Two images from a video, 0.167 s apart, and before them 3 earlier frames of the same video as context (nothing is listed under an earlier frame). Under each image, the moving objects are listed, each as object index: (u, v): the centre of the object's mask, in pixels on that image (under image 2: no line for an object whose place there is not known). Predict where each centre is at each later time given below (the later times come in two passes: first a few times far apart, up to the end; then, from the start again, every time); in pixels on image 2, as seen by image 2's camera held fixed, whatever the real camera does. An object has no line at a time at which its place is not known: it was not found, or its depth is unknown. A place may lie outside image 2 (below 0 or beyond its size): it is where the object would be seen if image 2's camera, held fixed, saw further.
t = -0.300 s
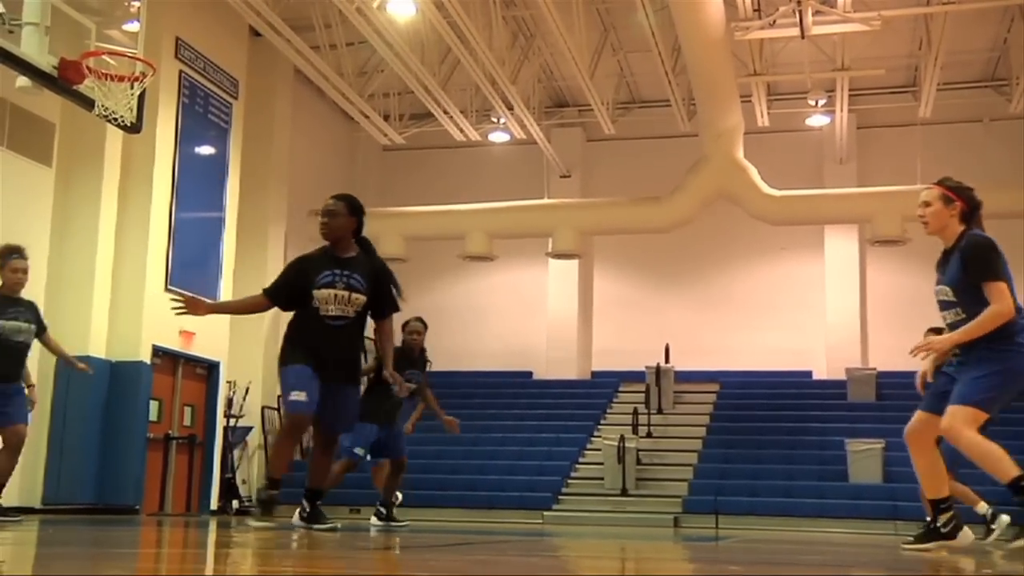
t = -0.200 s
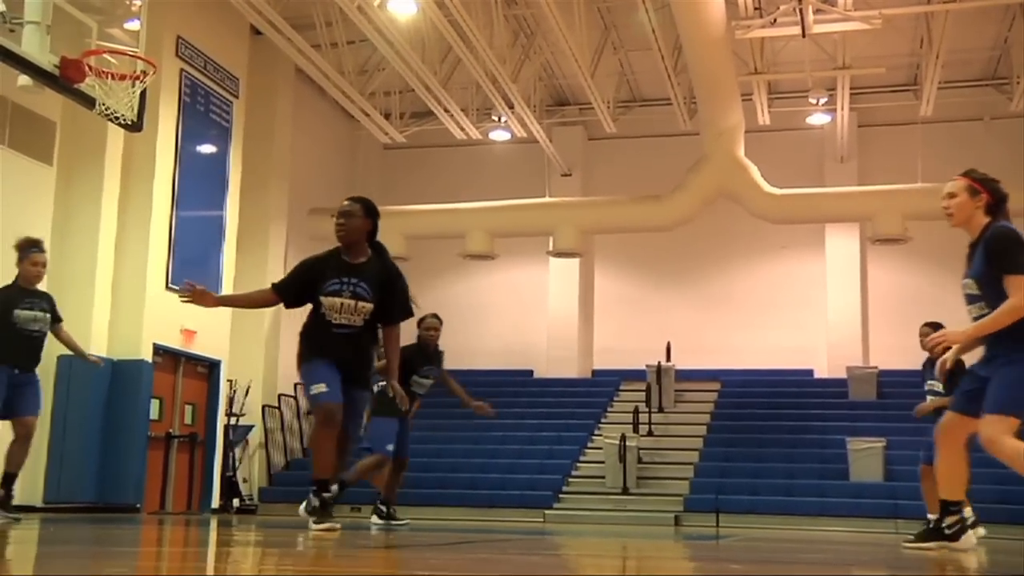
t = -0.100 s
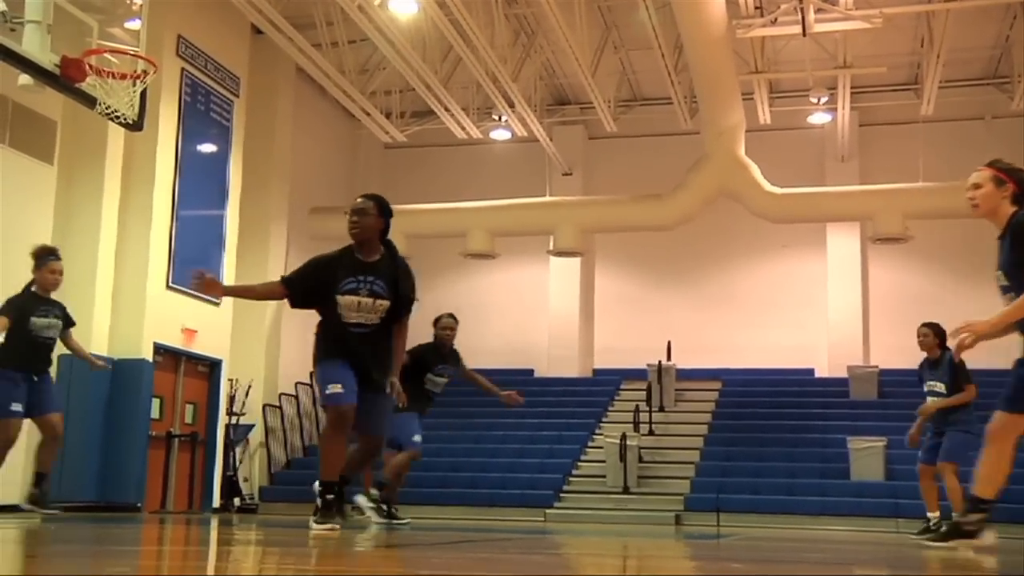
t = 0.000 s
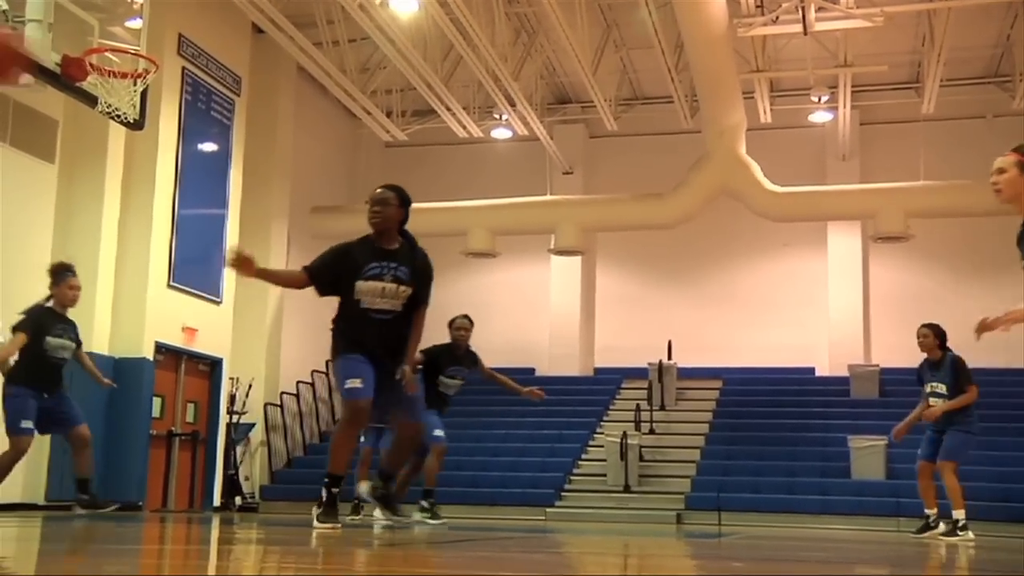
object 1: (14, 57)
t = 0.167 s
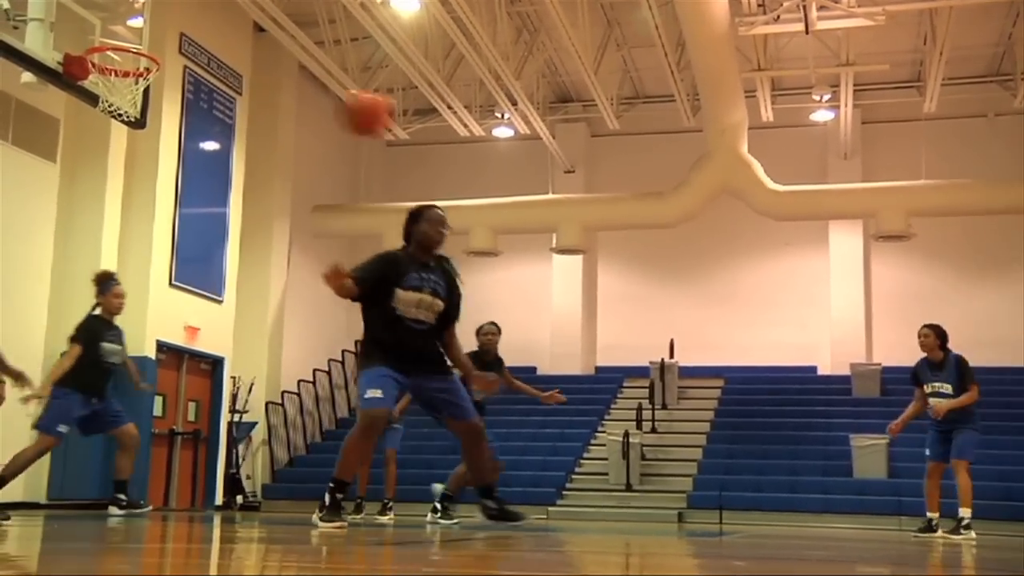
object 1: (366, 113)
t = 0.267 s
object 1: (515, 158)
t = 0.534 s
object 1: (782, 299)
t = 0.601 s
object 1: (832, 339)
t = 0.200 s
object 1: (421, 126)
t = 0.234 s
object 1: (470, 144)
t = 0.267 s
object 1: (515, 158)
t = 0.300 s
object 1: (556, 172)
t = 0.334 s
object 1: (595, 189)
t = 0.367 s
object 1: (632, 207)
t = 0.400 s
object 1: (665, 225)
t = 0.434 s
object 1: (698, 244)
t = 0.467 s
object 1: (726, 261)
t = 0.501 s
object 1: (756, 279)
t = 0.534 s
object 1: (782, 299)
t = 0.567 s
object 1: (808, 319)
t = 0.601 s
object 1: (832, 339)
